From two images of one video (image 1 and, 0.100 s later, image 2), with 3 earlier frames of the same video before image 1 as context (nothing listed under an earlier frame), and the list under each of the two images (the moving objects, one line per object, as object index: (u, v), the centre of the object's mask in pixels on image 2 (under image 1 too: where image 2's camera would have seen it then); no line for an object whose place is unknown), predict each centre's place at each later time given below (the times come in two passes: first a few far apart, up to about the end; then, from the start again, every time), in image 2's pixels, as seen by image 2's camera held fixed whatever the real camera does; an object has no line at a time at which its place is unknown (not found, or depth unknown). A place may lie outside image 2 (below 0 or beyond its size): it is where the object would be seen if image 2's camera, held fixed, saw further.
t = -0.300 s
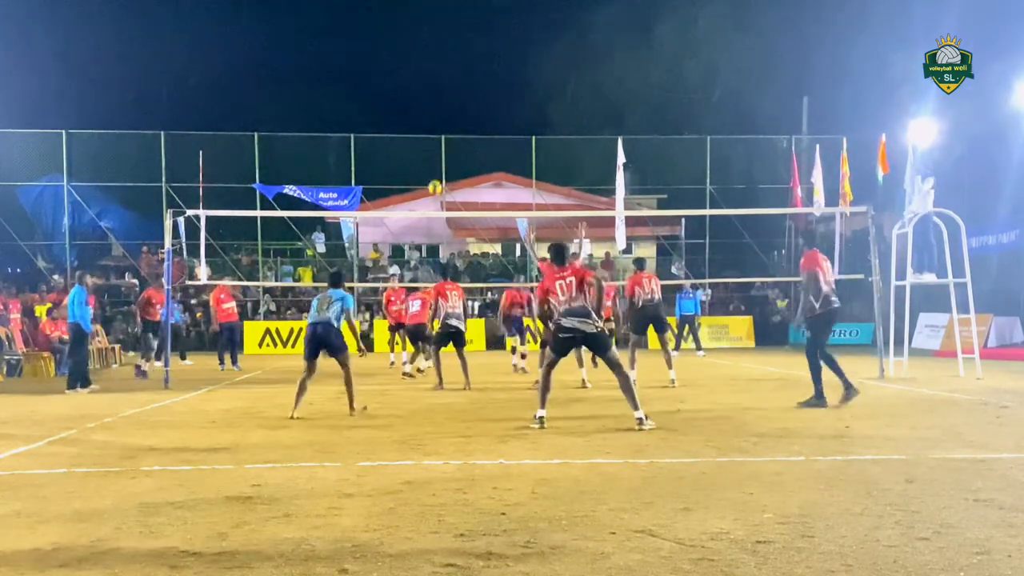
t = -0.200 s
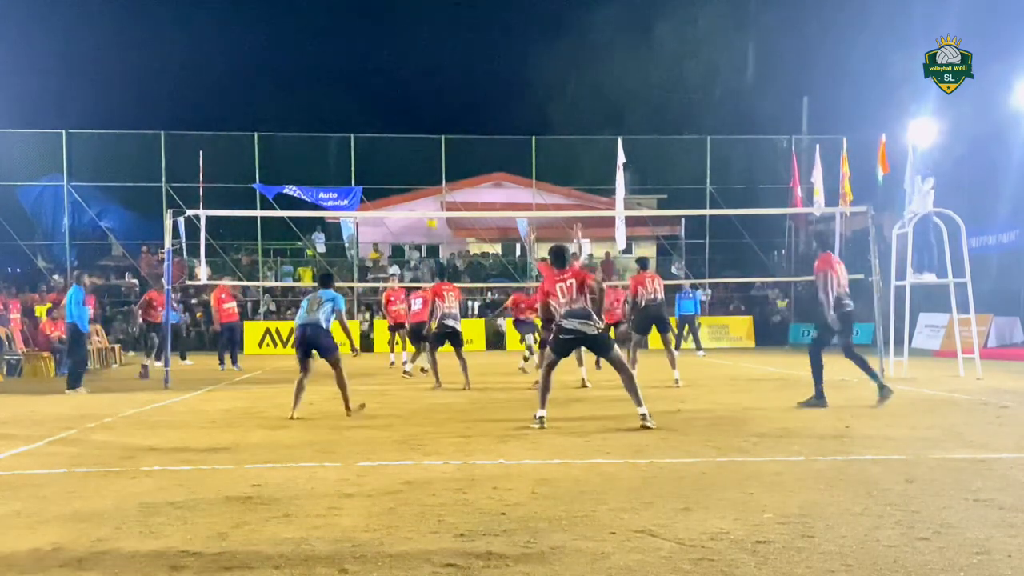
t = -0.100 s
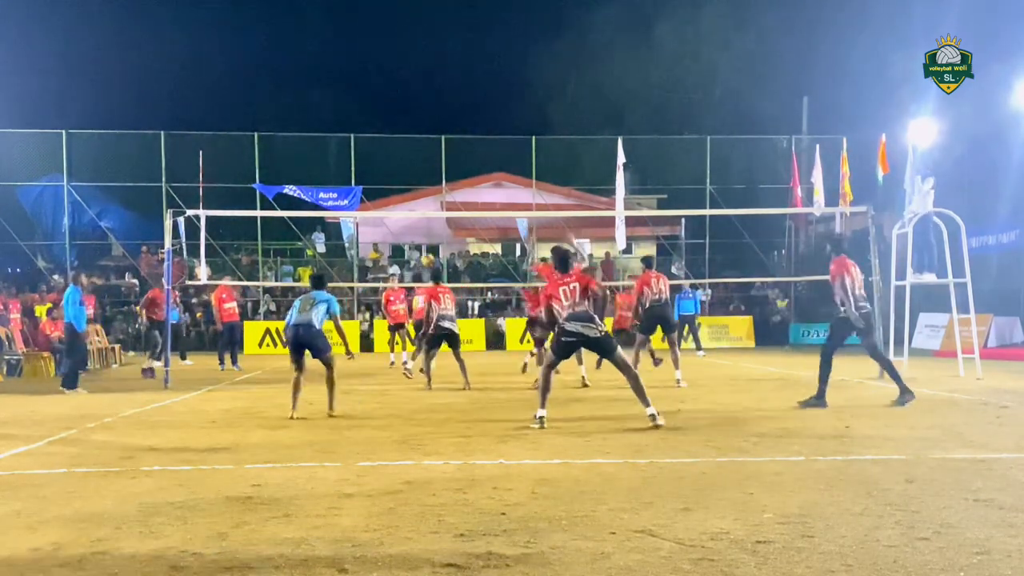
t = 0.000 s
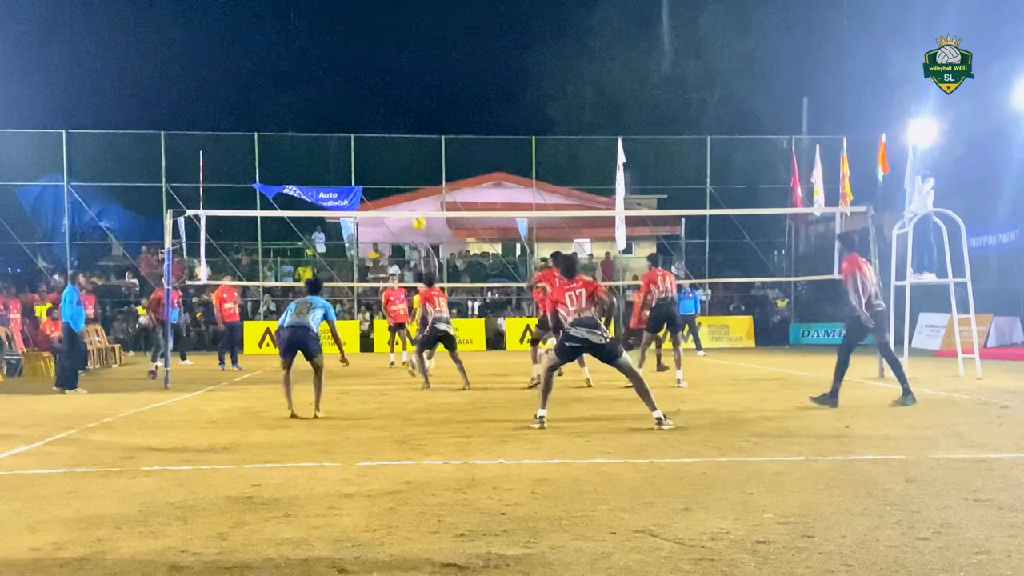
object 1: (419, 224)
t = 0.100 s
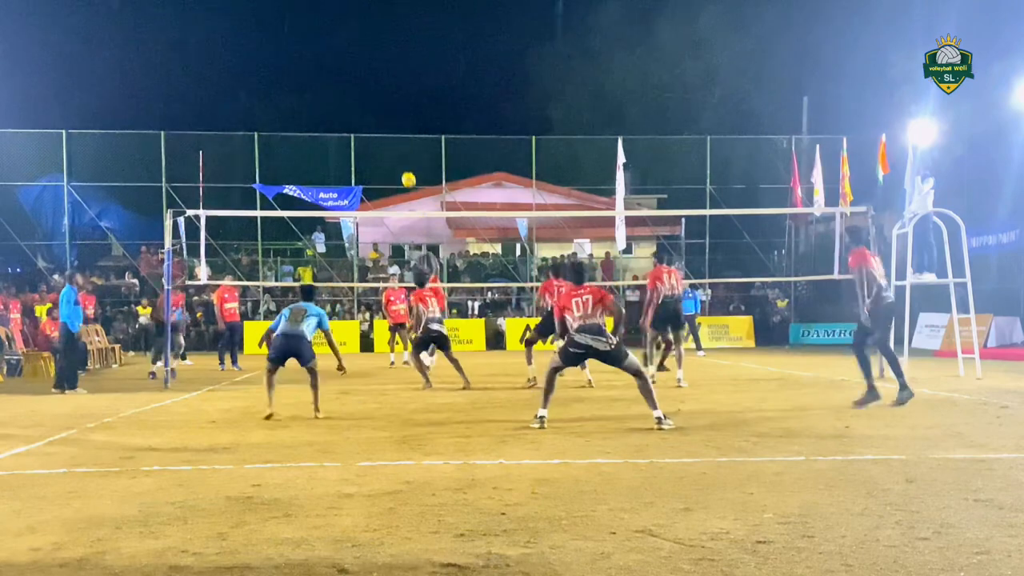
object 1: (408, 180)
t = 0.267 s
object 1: (392, 121)
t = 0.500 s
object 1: (369, 69)
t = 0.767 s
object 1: (344, 54)
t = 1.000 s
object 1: (323, 79)
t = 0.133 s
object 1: (405, 166)
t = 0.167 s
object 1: (402, 154)
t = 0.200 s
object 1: (398, 143)
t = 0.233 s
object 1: (395, 131)
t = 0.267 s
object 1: (392, 121)
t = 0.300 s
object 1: (389, 111)
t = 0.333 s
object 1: (385, 102)
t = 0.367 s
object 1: (382, 94)
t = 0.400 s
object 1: (379, 87)
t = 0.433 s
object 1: (376, 80)
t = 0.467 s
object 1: (372, 74)
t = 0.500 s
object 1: (369, 69)
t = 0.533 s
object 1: (366, 65)
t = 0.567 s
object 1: (363, 61)
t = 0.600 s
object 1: (360, 58)
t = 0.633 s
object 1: (356, 56)
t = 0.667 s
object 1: (353, 54)
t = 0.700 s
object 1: (350, 54)
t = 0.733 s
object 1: (347, 54)
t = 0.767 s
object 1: (344, 54)
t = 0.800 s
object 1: (341, 55)
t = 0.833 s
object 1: (338, 57)
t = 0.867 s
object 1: (335, 61)
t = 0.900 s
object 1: (332, 64)
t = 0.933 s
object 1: (329, 68)
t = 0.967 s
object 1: (326, 73)
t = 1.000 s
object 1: (323, 79)
